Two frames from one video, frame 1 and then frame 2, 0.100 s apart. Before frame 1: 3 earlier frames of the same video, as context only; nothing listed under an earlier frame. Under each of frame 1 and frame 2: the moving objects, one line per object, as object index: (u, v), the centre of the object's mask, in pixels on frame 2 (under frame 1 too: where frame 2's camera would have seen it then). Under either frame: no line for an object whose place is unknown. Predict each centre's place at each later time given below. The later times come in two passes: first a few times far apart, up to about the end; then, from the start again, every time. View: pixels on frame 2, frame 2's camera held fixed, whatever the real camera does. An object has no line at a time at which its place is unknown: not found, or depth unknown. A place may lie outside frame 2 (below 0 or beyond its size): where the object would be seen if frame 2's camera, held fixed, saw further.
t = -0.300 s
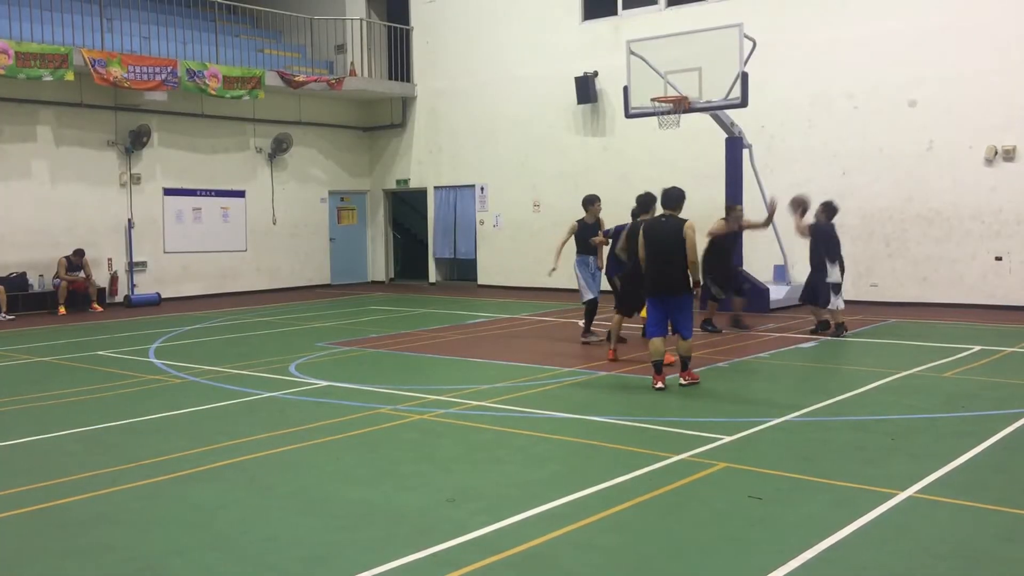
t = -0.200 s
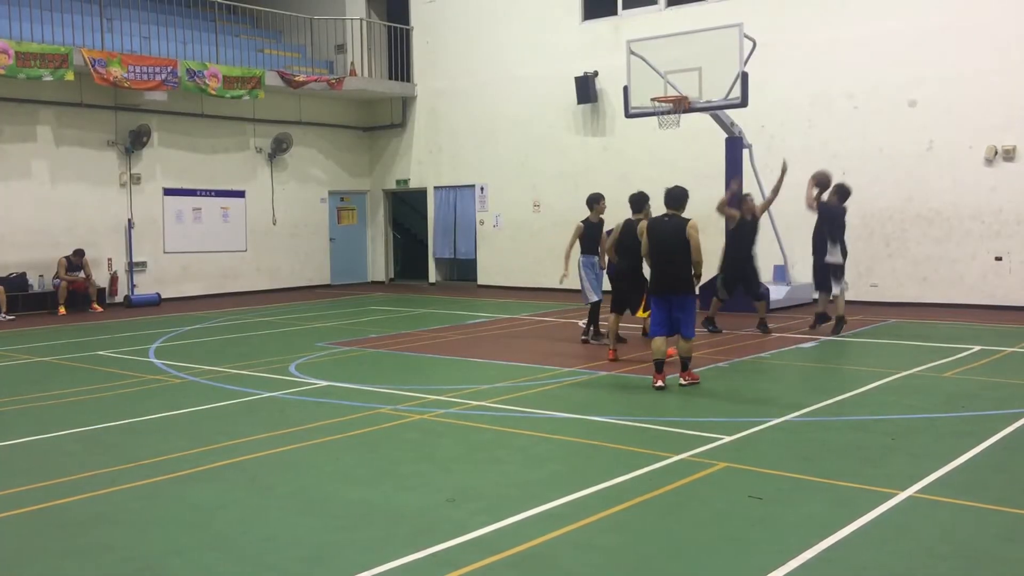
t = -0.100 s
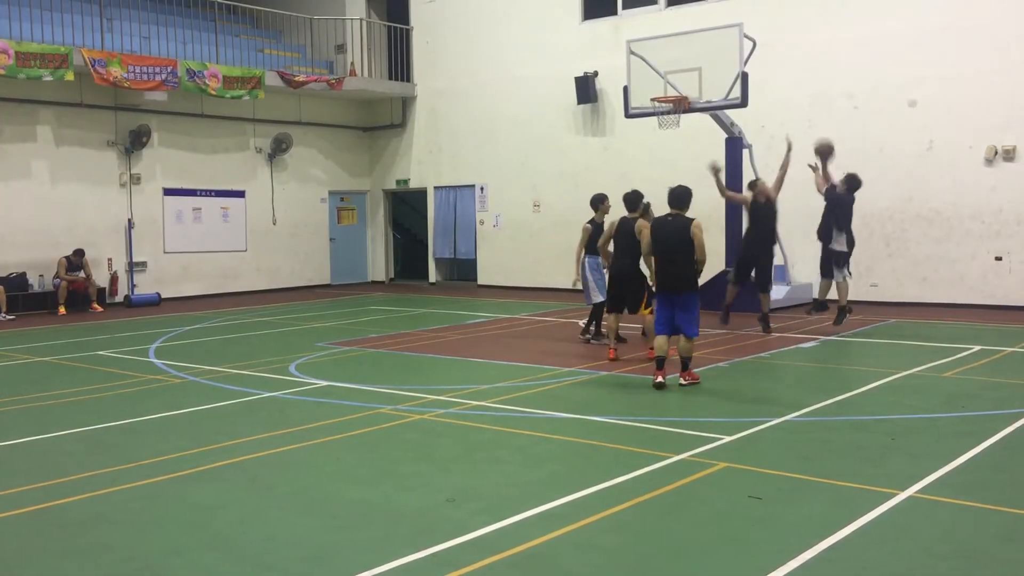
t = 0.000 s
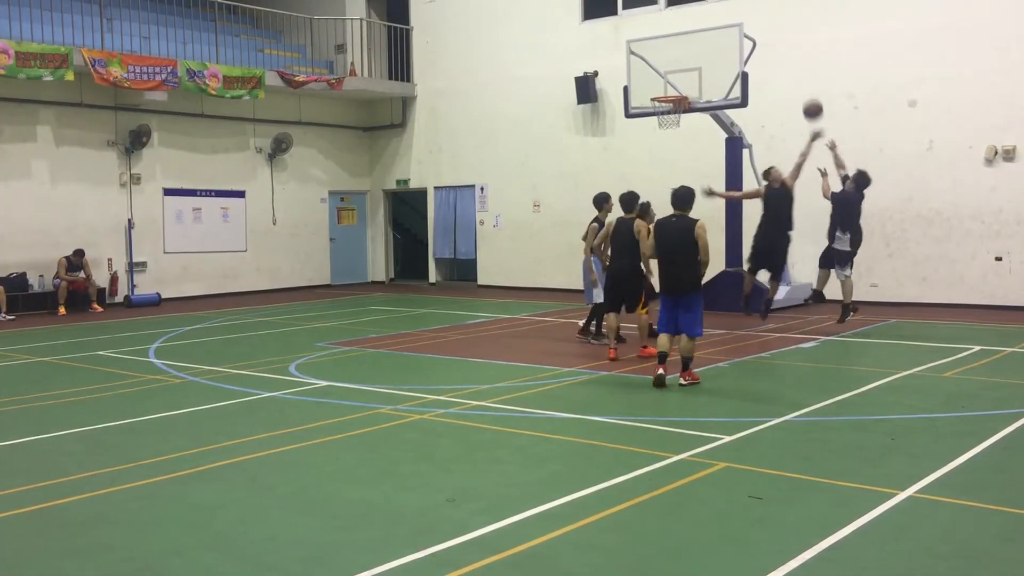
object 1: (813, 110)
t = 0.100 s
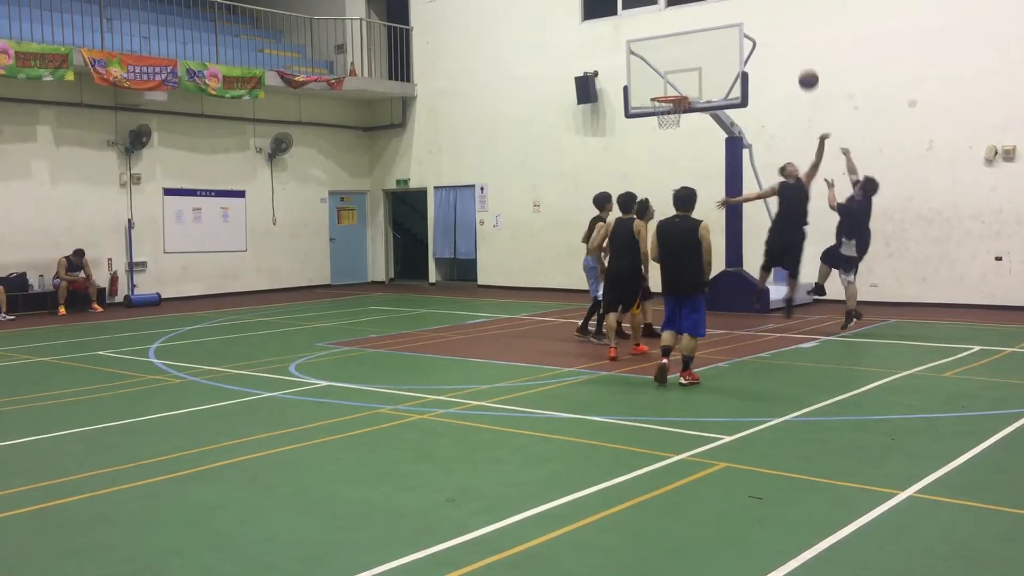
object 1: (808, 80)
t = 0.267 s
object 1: (801, 48)
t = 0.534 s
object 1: (790, 44)
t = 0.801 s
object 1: (780, 94)
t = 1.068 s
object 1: (771, 196)
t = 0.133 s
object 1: (807, 72)
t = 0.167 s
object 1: (806, 65)
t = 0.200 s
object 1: (804, 58)
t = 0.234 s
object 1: (803, 53)
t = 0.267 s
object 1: (801, 48)
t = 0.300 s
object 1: (800, 44)
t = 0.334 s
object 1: (798, 42)
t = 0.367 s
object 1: (797, 40)
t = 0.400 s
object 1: (796, 39)
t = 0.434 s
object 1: (794, 39)
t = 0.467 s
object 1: (793, 40)
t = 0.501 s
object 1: (792, 41)
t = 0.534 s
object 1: (790, 44)
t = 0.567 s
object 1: (789, 47)
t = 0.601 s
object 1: (788, 52)
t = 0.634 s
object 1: (786, 57)
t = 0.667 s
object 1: (785, 62)
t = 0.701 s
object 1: (784, 69)
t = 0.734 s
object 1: (782, 77)
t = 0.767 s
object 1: (781, 85)
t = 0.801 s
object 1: (780, 94)
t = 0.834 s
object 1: (779, 105)
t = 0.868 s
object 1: (777, 116)
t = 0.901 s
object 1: (776, 127)
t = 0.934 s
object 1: (775, 140)
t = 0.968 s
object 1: (774, 153)
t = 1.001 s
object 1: (773, 167)
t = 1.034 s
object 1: (772, 181)
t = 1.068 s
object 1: (771, 196)
